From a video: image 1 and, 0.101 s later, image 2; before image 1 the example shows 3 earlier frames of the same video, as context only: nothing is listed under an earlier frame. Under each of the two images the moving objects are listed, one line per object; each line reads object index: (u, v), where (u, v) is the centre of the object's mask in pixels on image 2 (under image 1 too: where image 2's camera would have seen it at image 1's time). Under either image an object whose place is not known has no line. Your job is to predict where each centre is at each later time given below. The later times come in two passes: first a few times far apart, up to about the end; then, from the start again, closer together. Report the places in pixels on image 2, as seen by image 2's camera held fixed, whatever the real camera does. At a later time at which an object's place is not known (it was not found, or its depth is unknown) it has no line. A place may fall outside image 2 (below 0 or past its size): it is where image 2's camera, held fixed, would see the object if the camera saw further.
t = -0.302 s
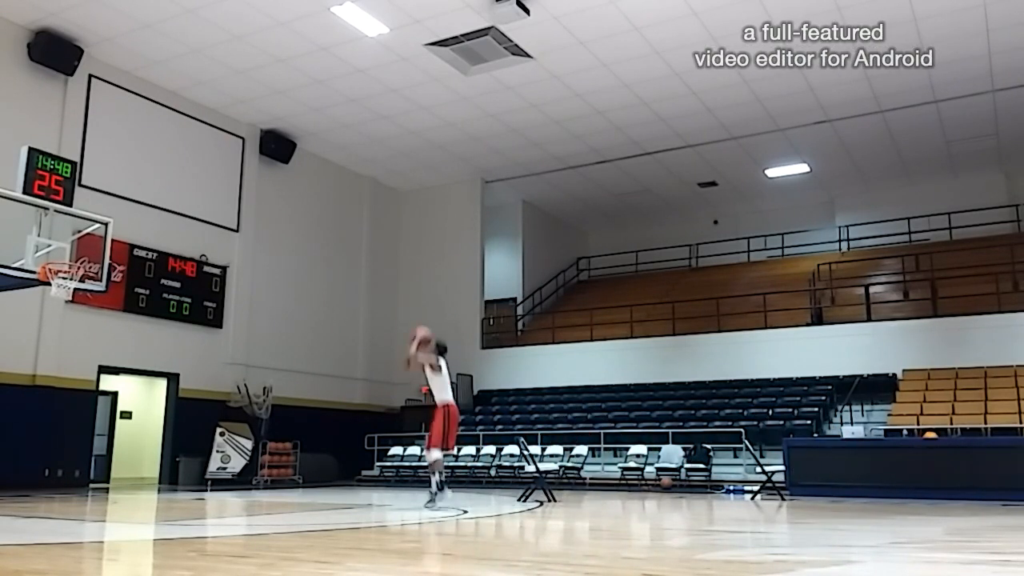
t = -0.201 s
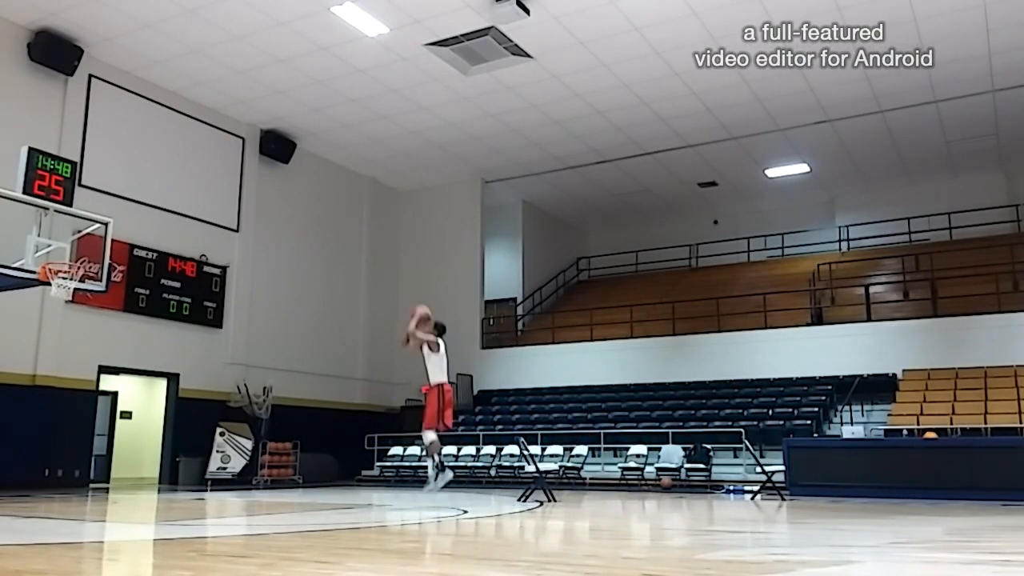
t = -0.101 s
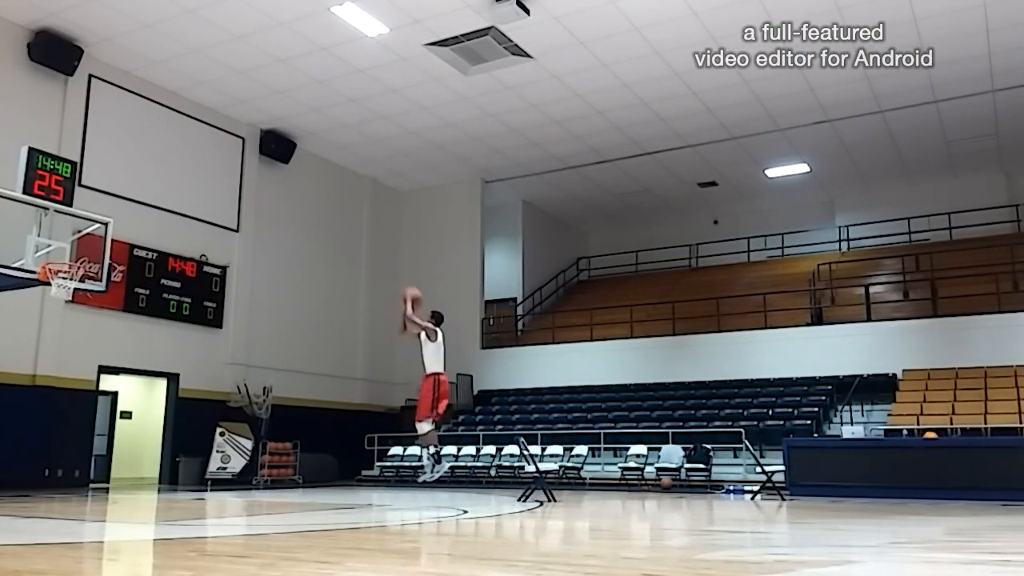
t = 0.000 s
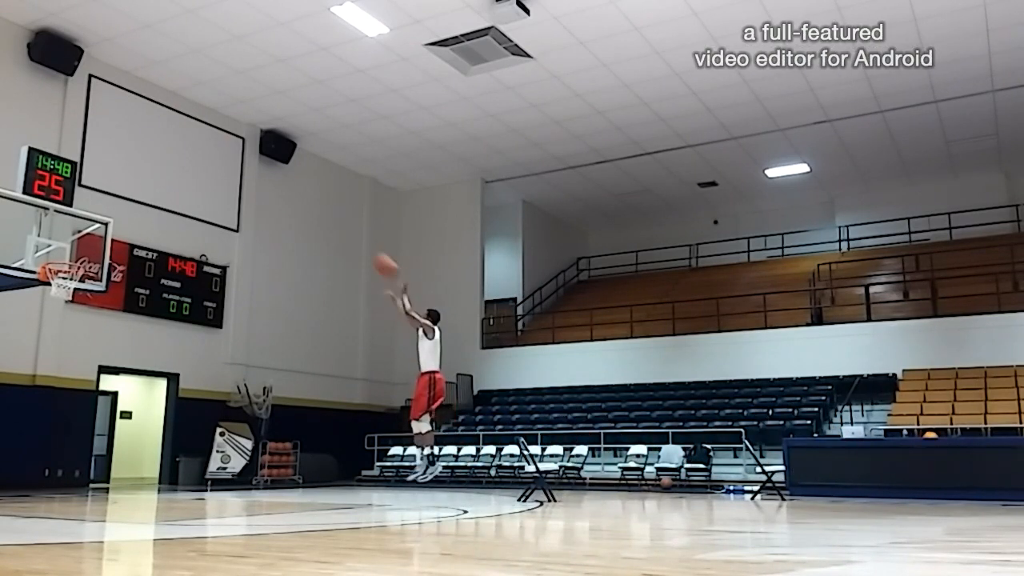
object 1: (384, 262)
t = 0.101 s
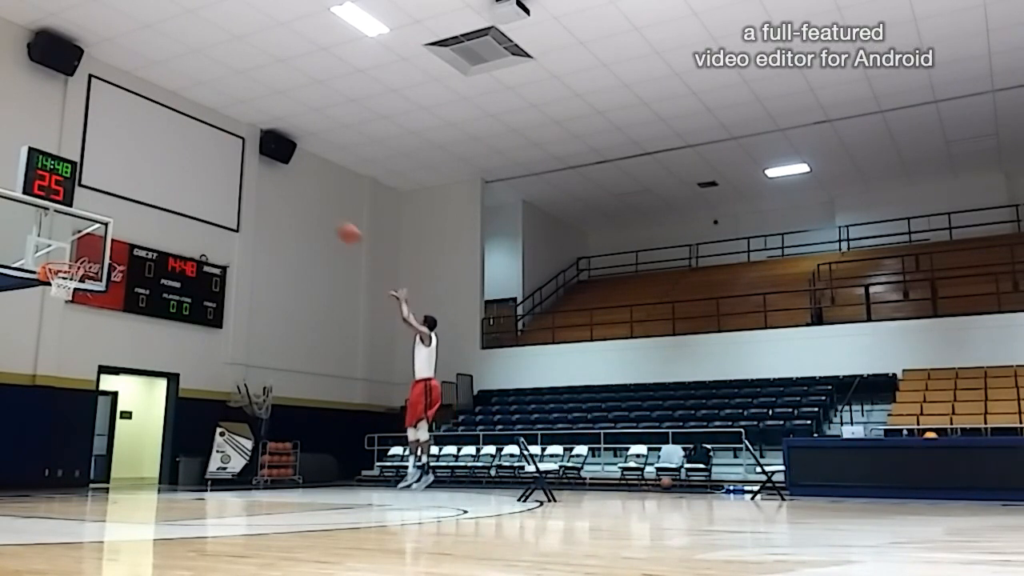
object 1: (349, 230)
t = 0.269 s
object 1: (290, 195)
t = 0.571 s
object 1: (192, 185)
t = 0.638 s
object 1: (171, 191)
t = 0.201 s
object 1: (313, 206)
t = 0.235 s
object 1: (301, 200)
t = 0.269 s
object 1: (290, 195)
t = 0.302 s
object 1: (280, 190)
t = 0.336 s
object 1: (268, 186)
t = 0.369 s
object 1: (256, 184)
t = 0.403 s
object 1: (246, 183)
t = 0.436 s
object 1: (235, 183)
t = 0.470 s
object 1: (224, 182)
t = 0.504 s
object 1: (213, 183)
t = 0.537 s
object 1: (202, 184)
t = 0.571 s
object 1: (192, 185)
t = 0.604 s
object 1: (181, 188)
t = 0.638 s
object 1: (171, 191)
